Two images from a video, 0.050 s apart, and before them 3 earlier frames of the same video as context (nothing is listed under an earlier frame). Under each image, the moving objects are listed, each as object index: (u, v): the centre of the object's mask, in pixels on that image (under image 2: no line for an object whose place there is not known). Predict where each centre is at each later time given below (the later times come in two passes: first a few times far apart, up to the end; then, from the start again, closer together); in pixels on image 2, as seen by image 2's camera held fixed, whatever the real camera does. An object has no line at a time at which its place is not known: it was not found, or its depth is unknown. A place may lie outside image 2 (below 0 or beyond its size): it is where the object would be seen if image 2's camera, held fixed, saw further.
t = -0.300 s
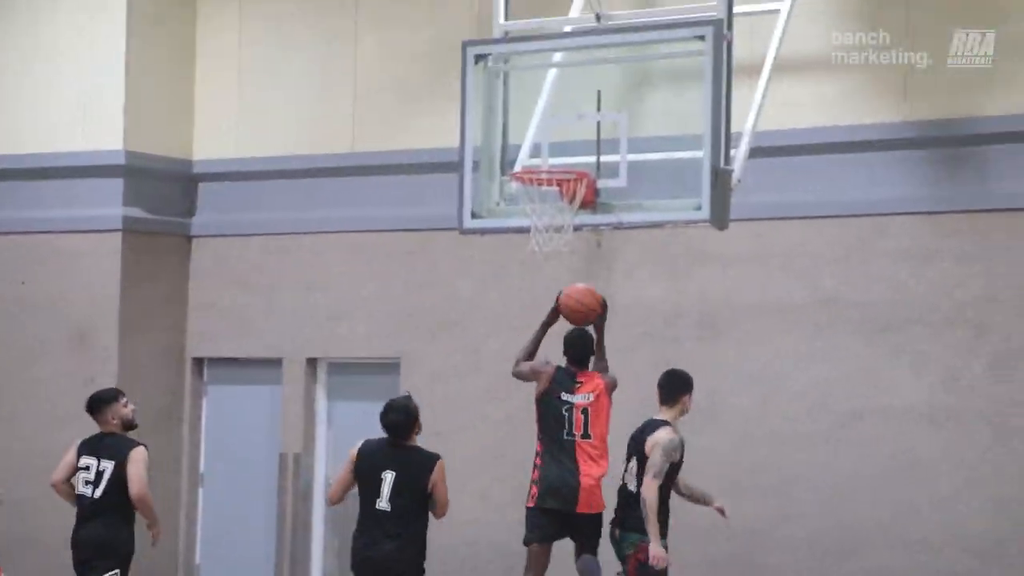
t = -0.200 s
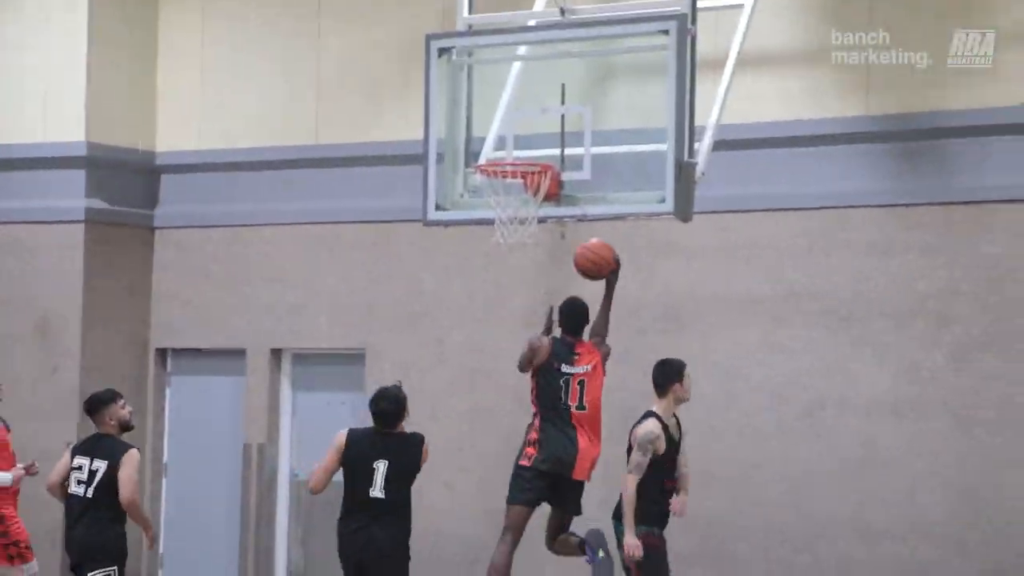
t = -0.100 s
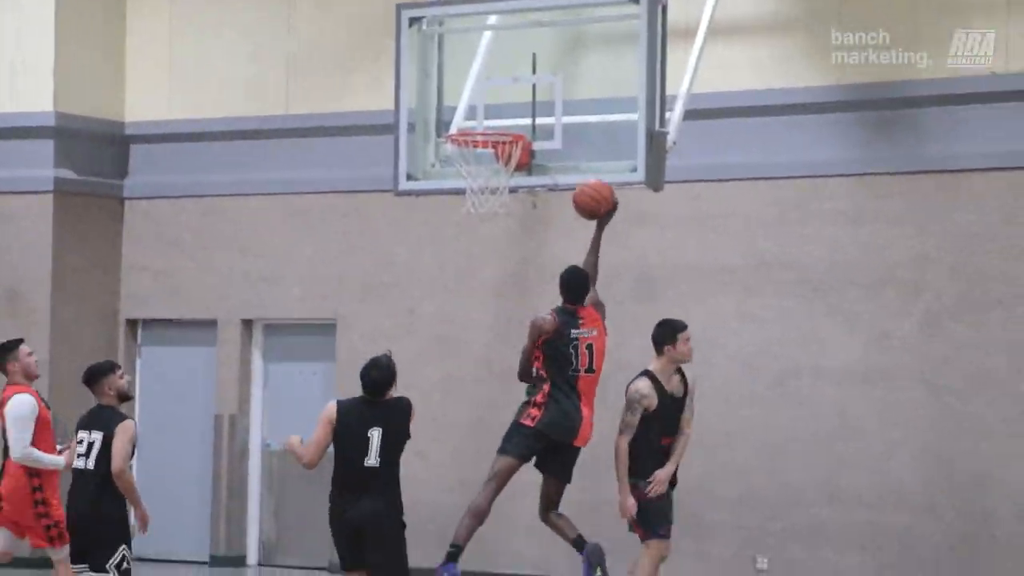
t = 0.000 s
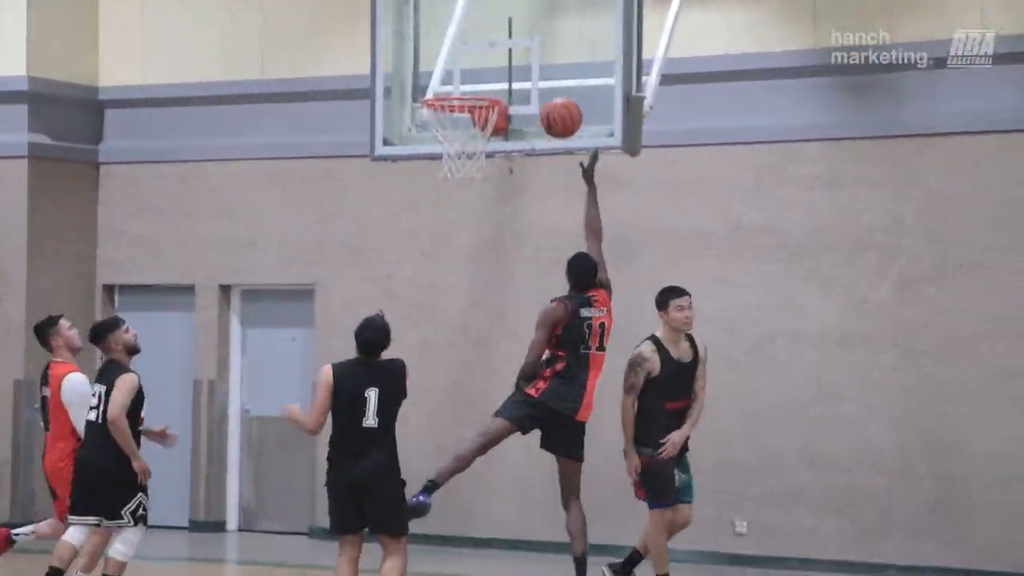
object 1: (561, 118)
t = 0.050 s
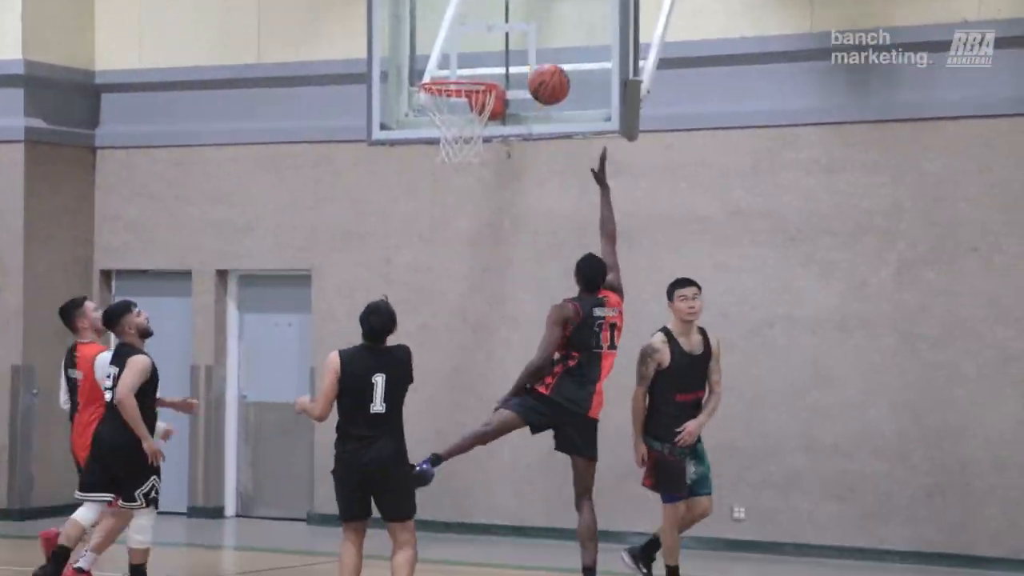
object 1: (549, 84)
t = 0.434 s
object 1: (485, 63)
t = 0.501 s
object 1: (478, 64)
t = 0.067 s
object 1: (546, 79)
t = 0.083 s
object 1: (544, 75)
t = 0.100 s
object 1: (541, 71)
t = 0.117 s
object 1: (538, 68)
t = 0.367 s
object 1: (494, 66)
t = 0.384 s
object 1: (490, 66)
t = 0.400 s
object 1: (489, 65)
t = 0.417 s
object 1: (487, 64)
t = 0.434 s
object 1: (485, 63)
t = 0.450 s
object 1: (483, 63)
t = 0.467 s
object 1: (481, 63)
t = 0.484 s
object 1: (479, 63)
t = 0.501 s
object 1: (478, 64)
